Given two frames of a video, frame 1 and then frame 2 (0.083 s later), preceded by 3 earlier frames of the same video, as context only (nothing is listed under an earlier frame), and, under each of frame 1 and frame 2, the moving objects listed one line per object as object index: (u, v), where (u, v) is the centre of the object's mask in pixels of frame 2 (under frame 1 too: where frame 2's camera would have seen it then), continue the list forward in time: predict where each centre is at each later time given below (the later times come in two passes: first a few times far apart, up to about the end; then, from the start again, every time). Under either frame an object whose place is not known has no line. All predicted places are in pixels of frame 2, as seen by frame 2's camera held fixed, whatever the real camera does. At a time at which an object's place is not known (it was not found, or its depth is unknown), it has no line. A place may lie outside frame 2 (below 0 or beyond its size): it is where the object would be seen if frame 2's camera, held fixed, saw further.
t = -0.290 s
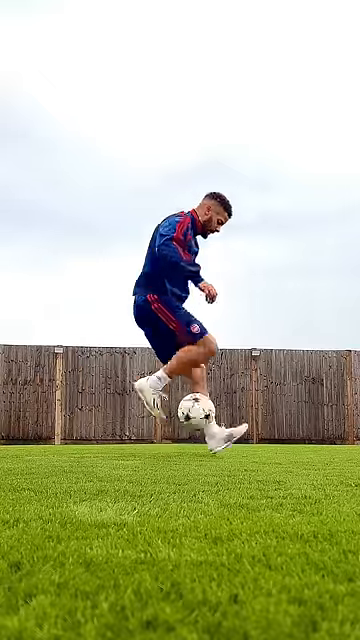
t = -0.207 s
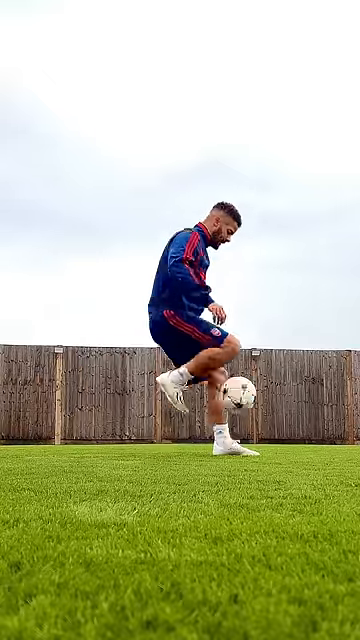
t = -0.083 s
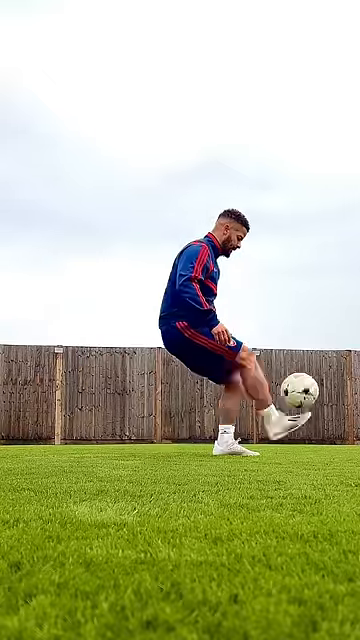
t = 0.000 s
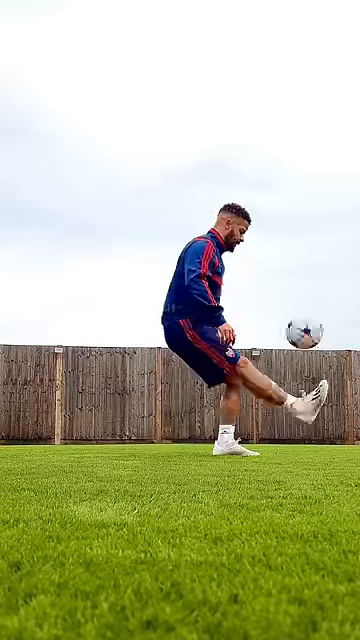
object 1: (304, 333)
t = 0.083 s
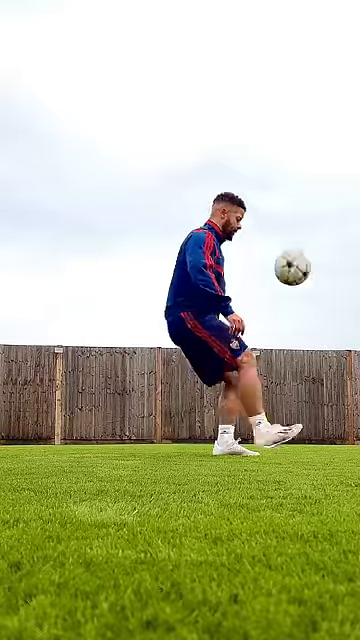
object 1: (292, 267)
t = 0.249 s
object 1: (270, 176)
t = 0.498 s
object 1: (240, 125)
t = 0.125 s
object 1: (287, 240)
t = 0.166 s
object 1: (281, 216)
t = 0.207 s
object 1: (276, 194)
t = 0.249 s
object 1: (270, 176)
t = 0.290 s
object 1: (265, 161)
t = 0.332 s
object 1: (260, 148)
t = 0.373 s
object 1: (255, 138)
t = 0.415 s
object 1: (250, 131)
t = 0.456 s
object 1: (245, 127)
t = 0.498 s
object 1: (240, 125)
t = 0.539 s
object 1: (236, 126)
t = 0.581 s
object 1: (231, 130)
